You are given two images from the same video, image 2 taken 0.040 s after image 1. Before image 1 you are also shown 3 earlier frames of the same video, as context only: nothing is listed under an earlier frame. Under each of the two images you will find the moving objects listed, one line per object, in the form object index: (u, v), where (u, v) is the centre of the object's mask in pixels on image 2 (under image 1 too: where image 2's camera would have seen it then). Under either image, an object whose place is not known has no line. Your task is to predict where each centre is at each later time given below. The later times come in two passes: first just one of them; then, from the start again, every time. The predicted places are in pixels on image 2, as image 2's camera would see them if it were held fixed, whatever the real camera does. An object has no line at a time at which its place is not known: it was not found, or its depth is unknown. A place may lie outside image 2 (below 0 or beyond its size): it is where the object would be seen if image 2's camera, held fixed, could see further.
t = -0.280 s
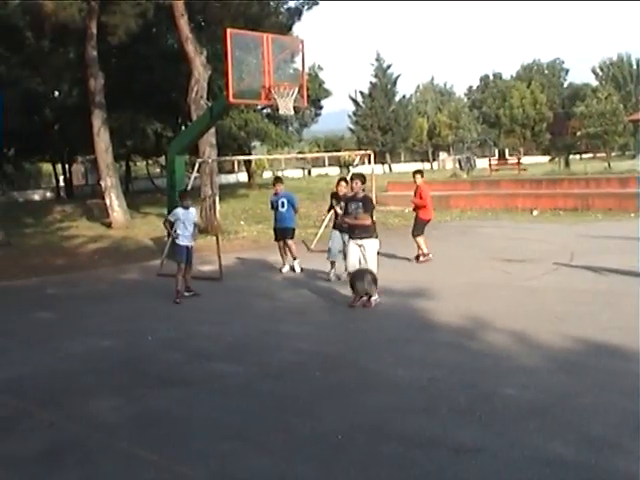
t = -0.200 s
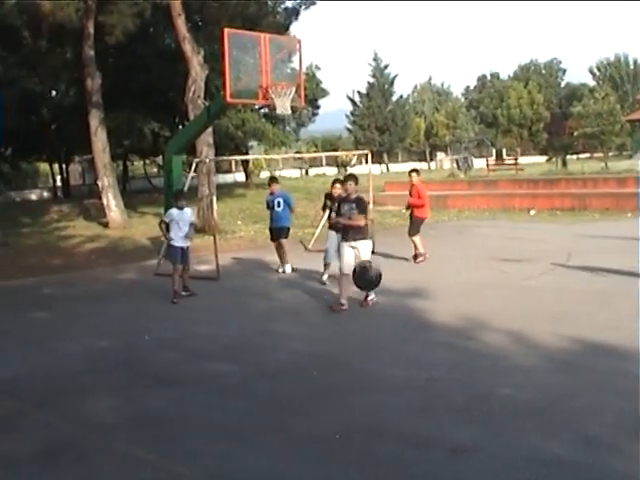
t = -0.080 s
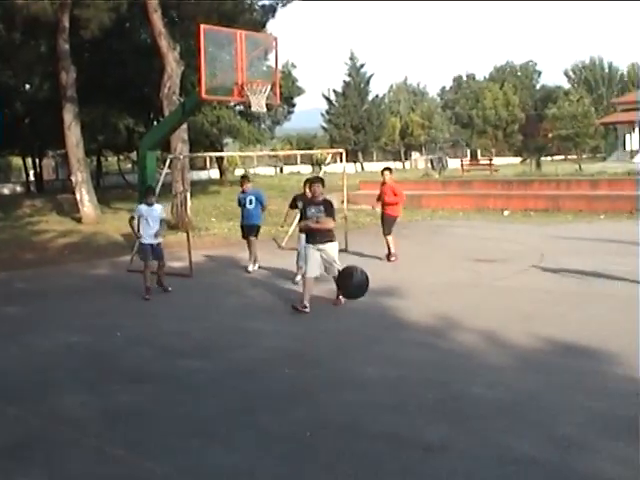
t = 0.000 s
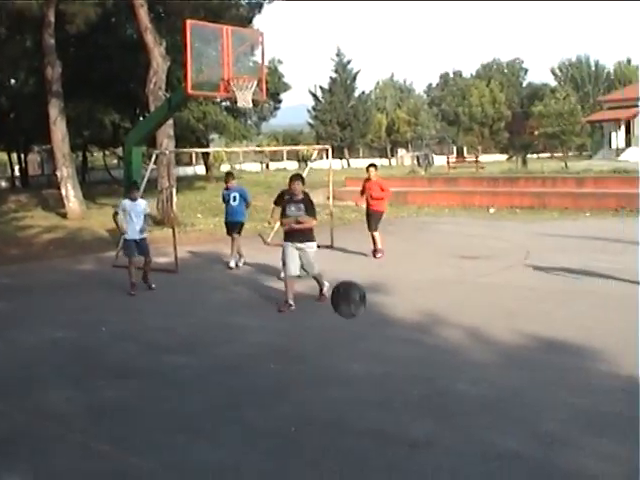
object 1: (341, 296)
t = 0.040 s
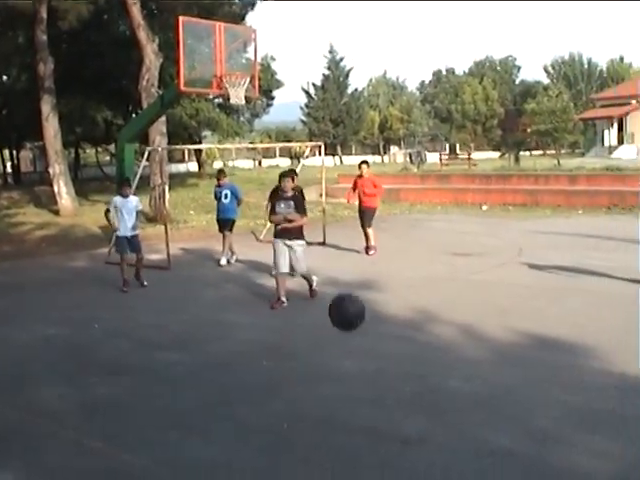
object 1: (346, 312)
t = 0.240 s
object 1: (388, 463)
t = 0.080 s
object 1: (354, 331)
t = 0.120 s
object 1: (361, 357)
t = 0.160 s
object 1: (369, 387)
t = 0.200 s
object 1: (378, 421)
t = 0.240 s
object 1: (388, 463)
